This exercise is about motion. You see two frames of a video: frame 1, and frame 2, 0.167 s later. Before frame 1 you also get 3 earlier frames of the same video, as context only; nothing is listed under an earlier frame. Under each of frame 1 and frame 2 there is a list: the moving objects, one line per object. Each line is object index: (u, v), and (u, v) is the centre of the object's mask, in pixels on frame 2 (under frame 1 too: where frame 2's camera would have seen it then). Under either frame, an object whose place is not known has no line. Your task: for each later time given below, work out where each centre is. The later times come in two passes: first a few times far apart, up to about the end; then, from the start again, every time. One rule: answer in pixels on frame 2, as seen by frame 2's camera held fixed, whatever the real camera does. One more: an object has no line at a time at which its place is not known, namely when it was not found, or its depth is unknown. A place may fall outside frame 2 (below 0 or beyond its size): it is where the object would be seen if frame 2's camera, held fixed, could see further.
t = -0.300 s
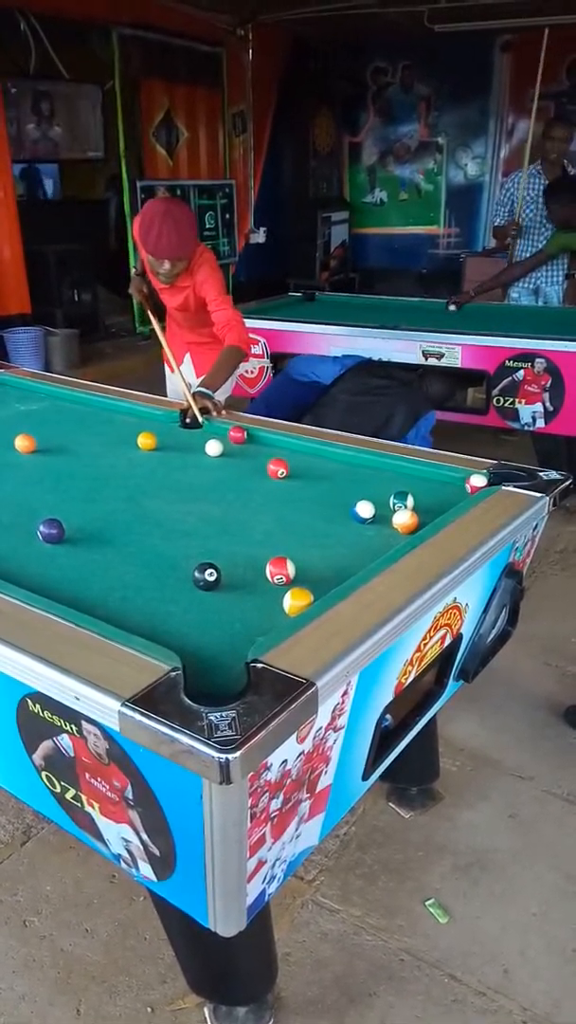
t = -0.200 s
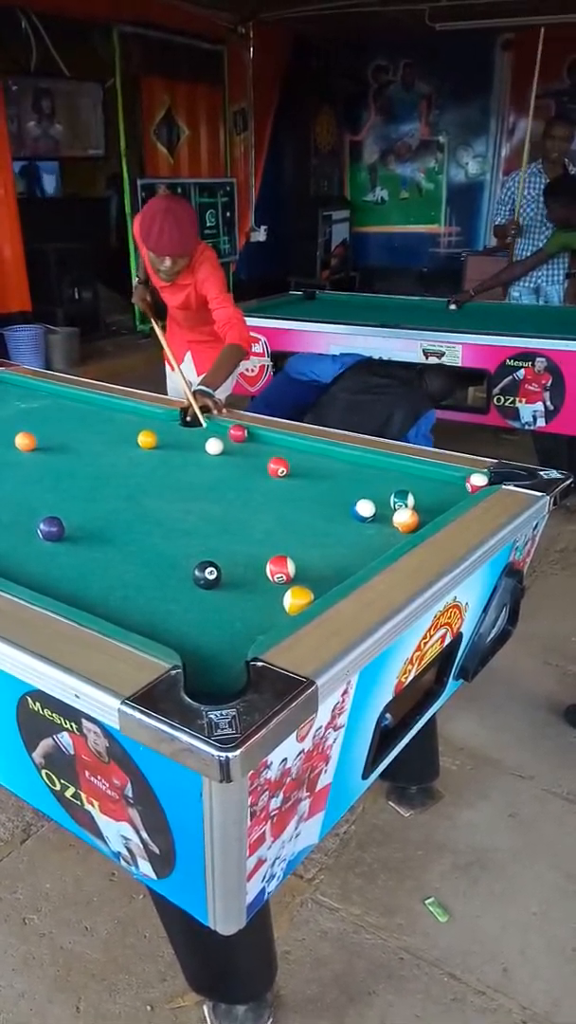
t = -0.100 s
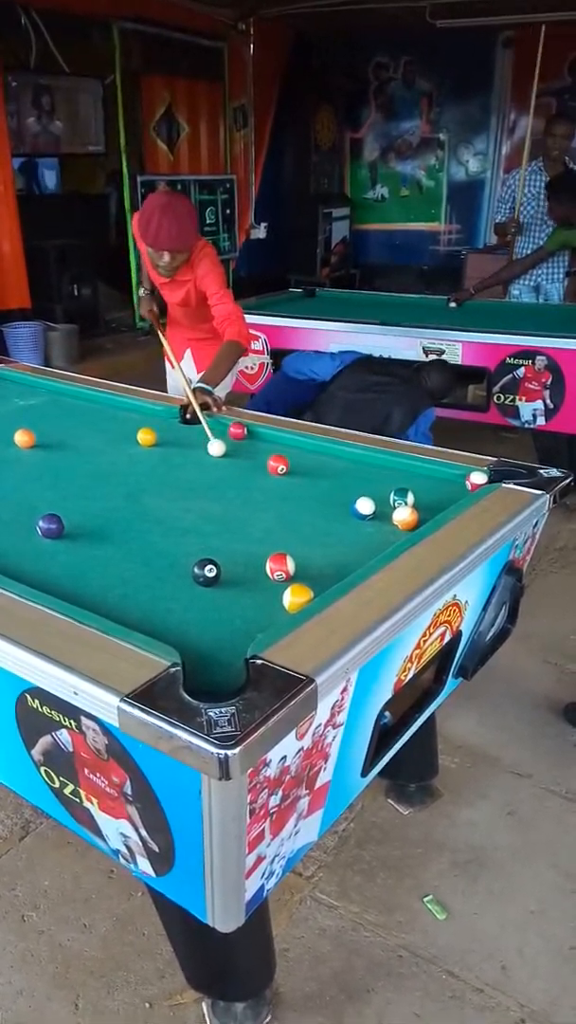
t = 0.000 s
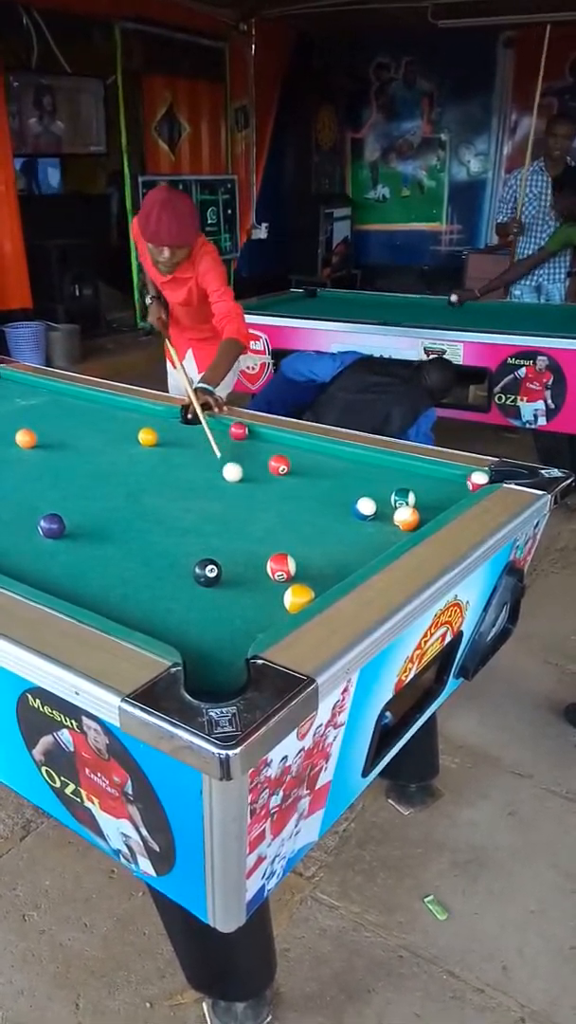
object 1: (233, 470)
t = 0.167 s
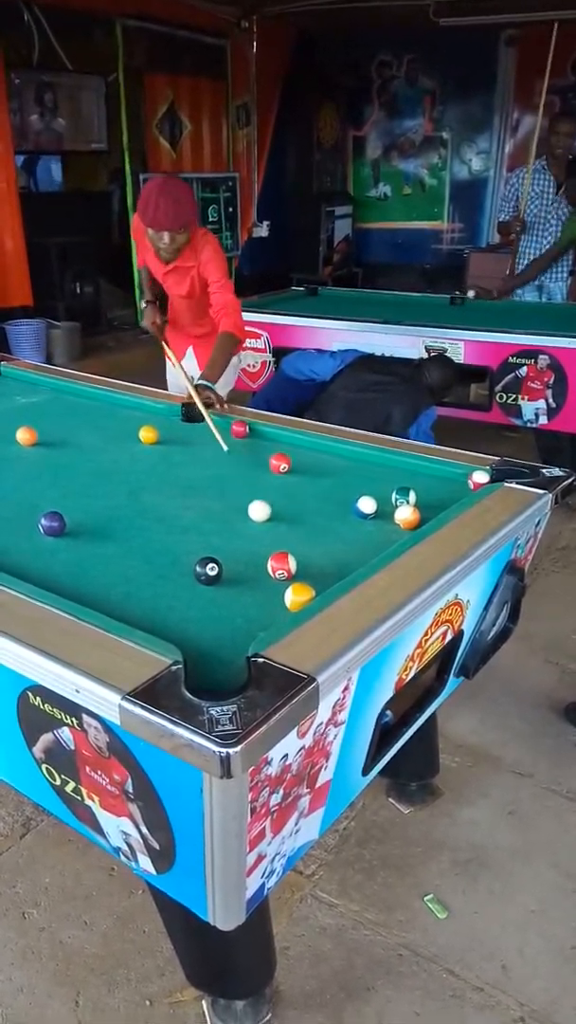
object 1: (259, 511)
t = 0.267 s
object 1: (278, 538)
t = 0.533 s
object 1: (351, 563)
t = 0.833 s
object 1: (304, 534)
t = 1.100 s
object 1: (271, 512)
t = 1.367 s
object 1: (245, 494)
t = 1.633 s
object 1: (225, 478)
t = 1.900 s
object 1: (209, 465)
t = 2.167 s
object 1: (196, 454)
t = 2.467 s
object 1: (185, 443)
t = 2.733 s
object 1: (177, 435)
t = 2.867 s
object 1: (174, 431)
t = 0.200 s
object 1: (265, 519)
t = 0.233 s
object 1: (271, 529)
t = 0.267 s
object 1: (278, 538)
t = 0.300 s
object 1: (285, 545)
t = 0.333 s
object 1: (296, 553)
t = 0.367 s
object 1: (307, 556)
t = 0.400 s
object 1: (319, 558)
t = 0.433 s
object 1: (331, 561)
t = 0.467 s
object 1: (342, 563)
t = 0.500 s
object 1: (353, 564)
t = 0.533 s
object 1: (351, 563)
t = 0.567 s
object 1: (346, 560)
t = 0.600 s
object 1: (340, 557)
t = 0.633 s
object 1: (335, 553)
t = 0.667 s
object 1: (330, 550)
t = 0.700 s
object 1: (324, 547)
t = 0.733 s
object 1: (319, 543)
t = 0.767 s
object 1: (314, 540)
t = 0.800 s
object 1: (309, 537)
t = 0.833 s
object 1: (304, 534)
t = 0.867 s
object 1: (299, 531)
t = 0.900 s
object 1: (295, 528)
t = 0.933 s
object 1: (291, 525)
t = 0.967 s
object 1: (286, 523)
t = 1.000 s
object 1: (282, 520)
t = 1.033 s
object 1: (278, 517)
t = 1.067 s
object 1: (274, 515)
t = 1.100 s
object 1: (271, 512)
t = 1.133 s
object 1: (267, 510)
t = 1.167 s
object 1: (264, 507)
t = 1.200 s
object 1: (260, 505)
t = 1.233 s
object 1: (257, 502)
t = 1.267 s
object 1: (254, 500)
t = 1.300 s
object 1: (251, 498)
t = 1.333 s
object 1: (248, 496)
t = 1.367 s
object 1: (245, 494)
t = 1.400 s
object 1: (242, 492)
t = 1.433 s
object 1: (240, 490)
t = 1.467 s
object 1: (237, 488)
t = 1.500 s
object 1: (234, 486)
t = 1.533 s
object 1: (232, 484)
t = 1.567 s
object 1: (229, 482)
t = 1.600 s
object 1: (227, 480)
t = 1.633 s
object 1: (225, 478)
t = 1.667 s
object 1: (223, 476)
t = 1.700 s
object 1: (221, 474)
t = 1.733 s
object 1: (219, 473)
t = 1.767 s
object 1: (216, 471)
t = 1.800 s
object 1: (214, 470)
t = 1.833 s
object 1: (212, 468)
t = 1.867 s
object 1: (211, 466)
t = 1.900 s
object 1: (209, 465)
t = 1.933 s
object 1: (207, 463)
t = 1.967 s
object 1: (206, 462)
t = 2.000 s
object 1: (204, 460)
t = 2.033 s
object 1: (202, 459)
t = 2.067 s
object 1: (201, 458)
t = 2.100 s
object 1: (199, 456)
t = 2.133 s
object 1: (198, 455)
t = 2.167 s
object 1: (196, 454)
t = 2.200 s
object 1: (195, 452)
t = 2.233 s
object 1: (193, 451)
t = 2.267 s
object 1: (192, 450)
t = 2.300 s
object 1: (191, 448)
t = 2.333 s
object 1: (189, 447)
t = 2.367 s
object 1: (188, 446)
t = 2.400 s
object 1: (187, 445)
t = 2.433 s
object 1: (186, 444)
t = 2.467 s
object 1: (185, 443)
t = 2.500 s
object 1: (184, 442)
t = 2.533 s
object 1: (182, 441)
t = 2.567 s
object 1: (181, 439)
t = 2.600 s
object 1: (181, 439)
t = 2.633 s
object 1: (180, 438)
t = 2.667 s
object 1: (178, 437)
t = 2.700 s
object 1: (177, 436)
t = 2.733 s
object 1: (177, 435)
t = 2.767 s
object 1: (176, 434)
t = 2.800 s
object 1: (175, 433)
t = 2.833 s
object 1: (174, 432)
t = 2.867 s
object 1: (174, 431)
